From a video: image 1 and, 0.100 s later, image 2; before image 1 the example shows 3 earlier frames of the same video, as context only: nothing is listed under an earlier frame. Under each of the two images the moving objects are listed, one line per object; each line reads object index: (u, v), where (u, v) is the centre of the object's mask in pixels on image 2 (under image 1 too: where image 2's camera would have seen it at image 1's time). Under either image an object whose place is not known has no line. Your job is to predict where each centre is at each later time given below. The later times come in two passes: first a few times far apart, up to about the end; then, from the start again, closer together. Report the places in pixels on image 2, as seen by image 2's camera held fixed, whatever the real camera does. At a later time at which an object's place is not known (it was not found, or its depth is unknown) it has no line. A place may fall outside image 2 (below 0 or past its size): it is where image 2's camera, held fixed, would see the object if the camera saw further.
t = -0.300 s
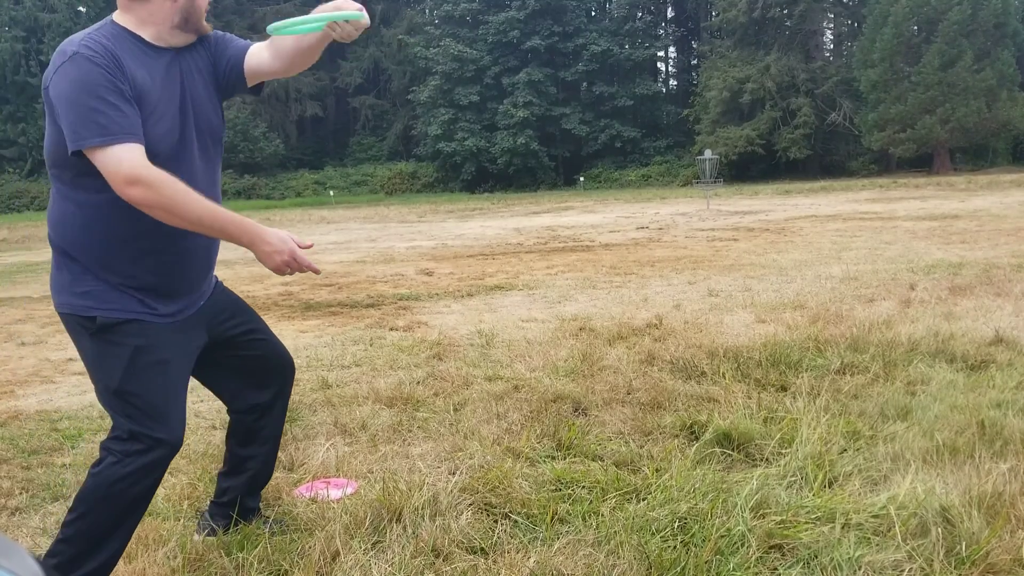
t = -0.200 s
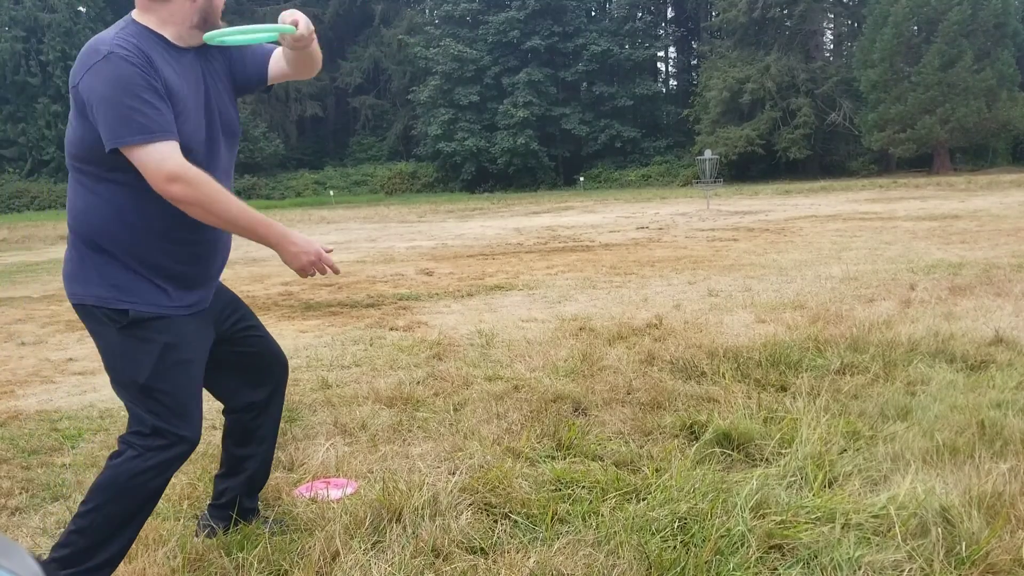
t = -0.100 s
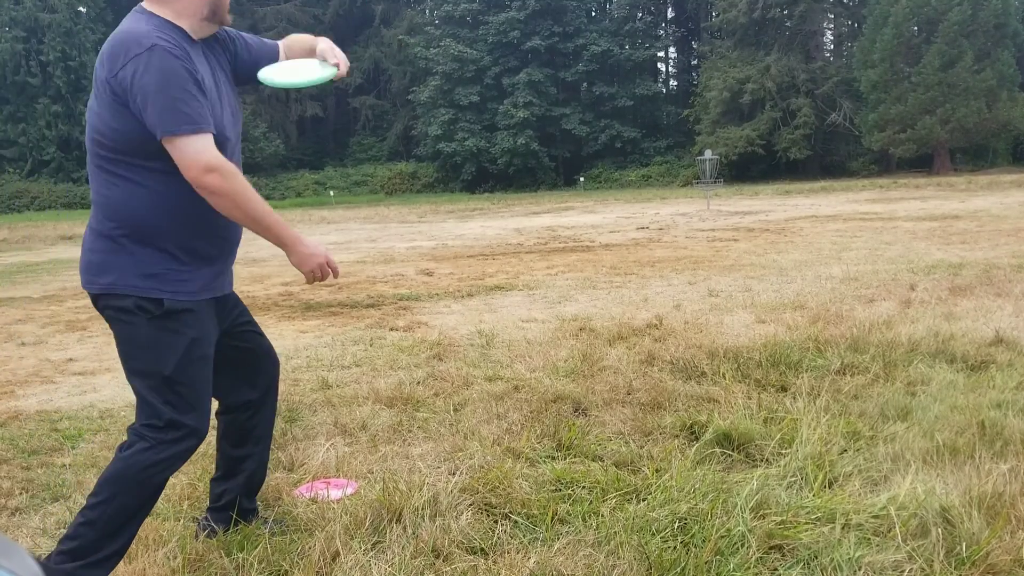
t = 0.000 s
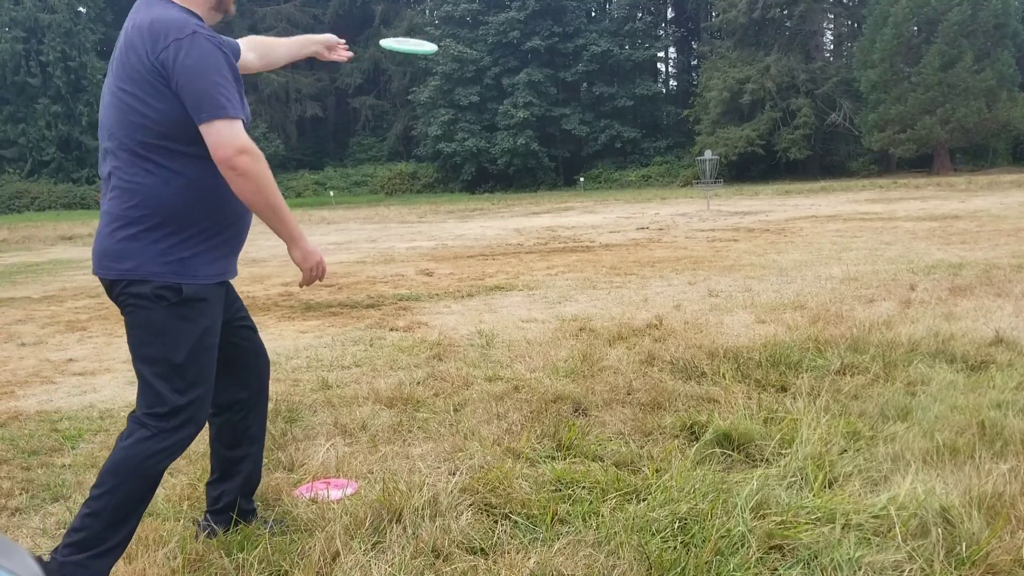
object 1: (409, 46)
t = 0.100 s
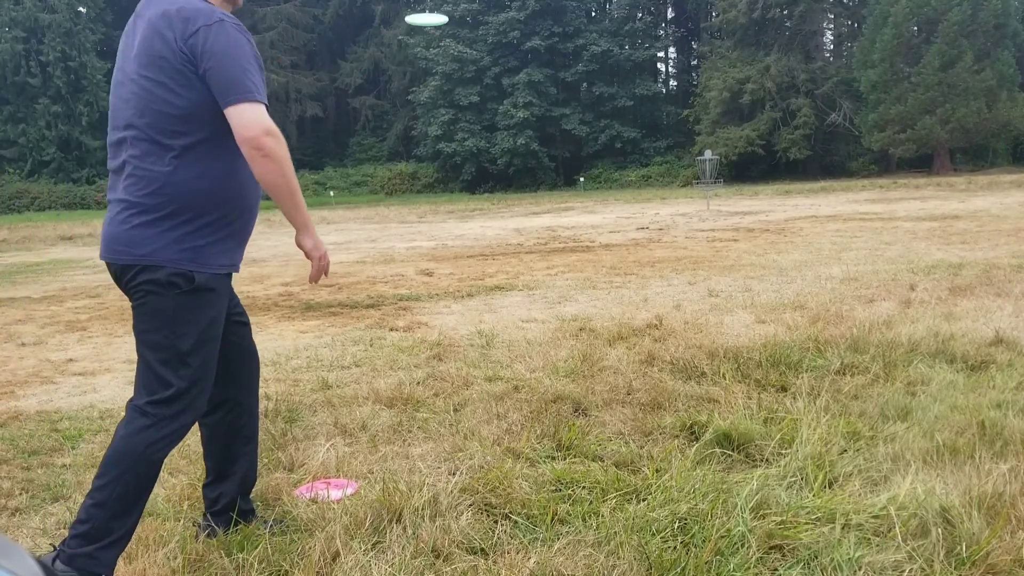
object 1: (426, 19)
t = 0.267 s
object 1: (443, 12)
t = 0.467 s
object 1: (457, 19)
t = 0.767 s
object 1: (473, 36)
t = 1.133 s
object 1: (496, 63)
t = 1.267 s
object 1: (506, 73)
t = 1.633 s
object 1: (538, 107)
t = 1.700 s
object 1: (545, 114)
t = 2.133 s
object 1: (597, 163)
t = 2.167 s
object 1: (602, 167)
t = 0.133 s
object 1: (430, 16)
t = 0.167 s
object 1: (434, 14)
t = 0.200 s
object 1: (438, 12)
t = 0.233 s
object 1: (441, 12)
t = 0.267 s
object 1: (443, 12)
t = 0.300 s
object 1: (445, 13)
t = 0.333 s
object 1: (448, 14)
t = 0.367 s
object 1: (450, 15)
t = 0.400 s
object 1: (452, 16)
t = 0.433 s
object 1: (454, 18)
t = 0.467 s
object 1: (457, 19)
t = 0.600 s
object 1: (463, 26)
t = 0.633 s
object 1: (465, 28)
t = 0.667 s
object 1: (467, 30)
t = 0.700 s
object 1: (469, 32)
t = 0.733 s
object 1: (471, 34)
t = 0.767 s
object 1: (473, 36)
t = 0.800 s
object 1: (475, 38)
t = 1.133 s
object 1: (496, 63)
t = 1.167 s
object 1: (498, 65)
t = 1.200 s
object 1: (501, 68)
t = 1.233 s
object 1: (503, 71)
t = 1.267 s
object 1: (506, 73)
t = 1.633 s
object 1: (538, 107)
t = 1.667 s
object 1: (541, 110)
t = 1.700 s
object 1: (545, 114)
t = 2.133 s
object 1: (597, 163)
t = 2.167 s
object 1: (602, 167)
